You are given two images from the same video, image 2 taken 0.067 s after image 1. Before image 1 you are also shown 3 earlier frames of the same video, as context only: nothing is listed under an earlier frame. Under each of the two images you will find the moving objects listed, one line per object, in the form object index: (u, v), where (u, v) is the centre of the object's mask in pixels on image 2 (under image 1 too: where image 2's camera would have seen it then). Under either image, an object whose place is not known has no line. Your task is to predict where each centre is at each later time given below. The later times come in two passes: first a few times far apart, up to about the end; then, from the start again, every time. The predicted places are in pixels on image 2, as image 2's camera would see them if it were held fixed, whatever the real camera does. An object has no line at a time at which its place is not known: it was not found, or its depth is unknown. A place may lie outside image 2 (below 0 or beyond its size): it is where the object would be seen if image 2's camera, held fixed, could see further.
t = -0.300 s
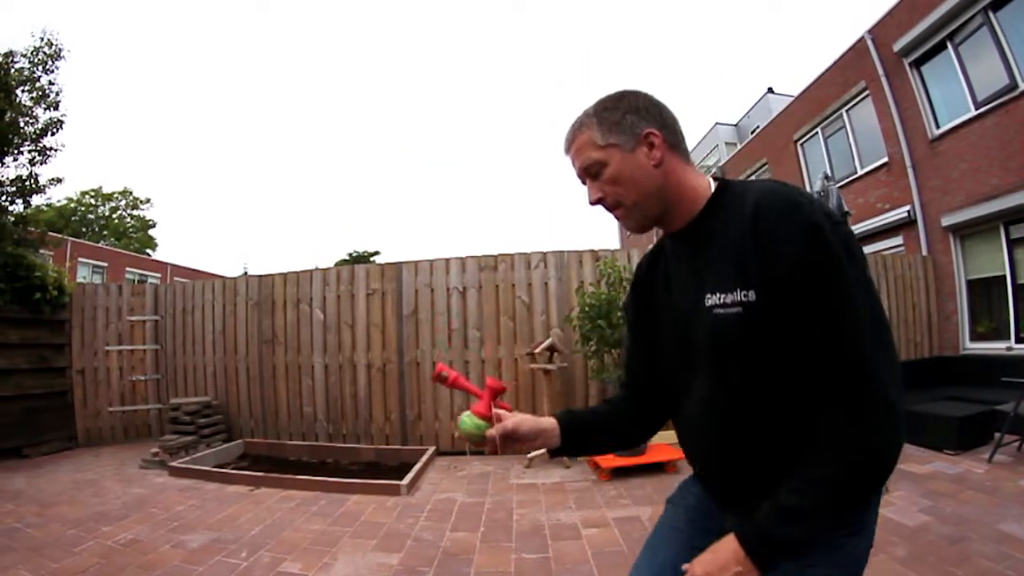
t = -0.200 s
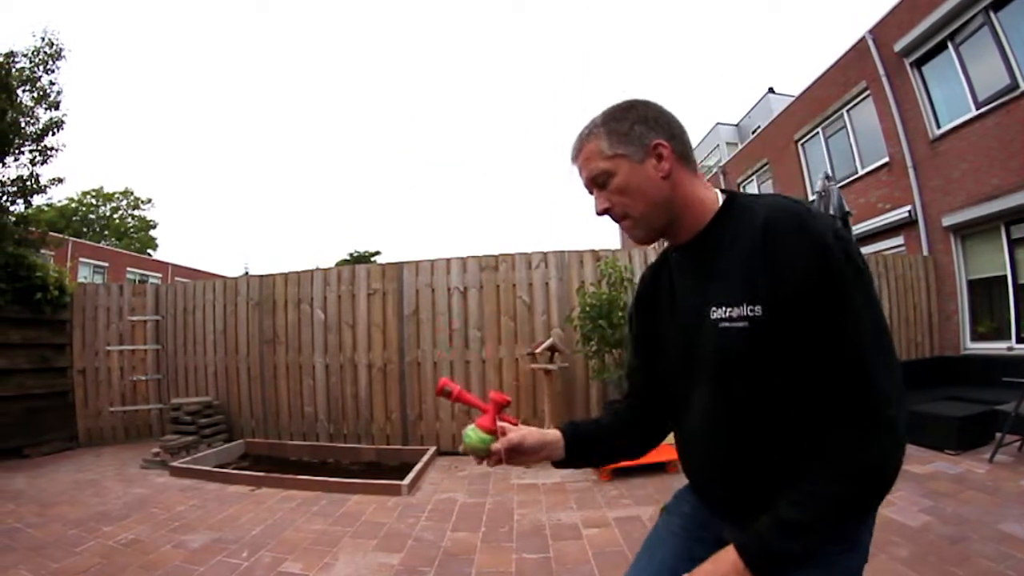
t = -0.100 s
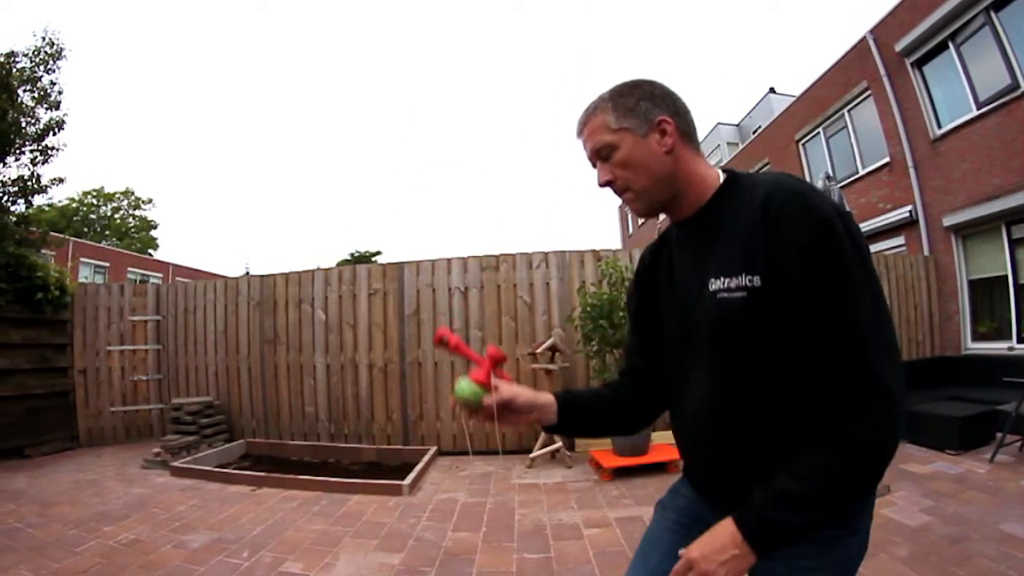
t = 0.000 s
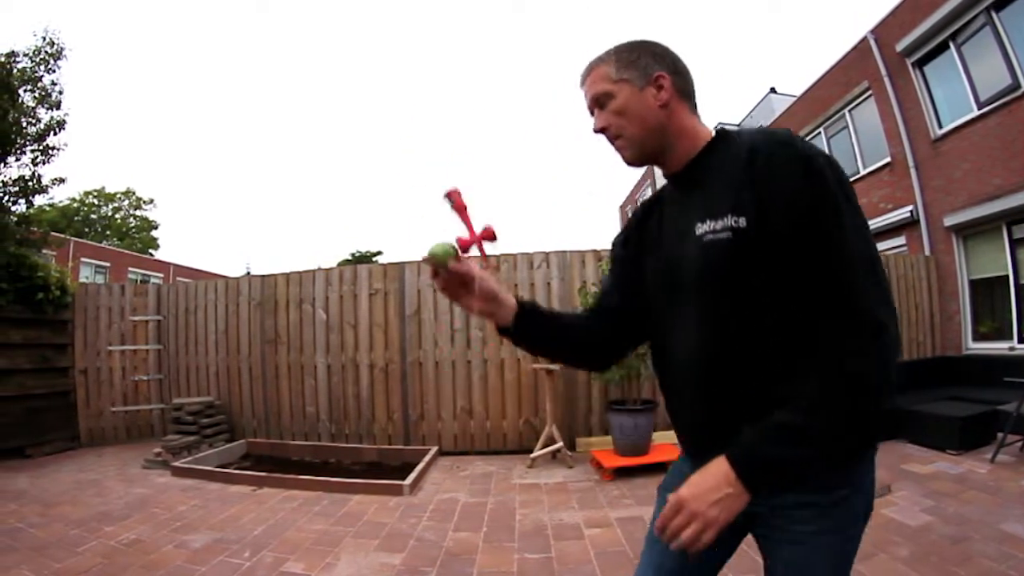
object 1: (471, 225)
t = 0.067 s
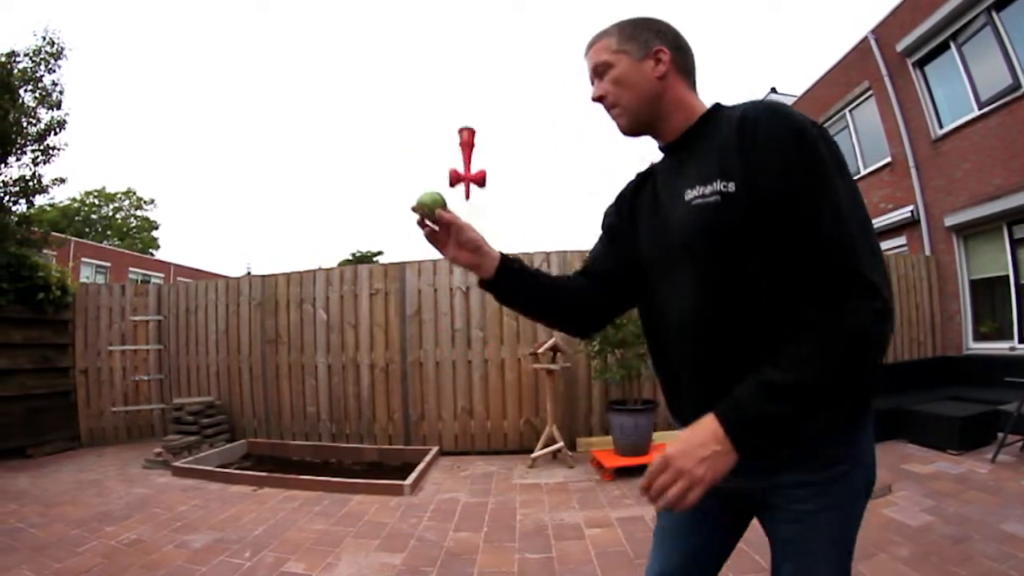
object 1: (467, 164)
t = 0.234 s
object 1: (462, 109)
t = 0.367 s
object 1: (461, 150)
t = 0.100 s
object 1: (465, 142)
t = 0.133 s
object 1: (465, 127)
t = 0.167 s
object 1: (464, 116)
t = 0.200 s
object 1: (463, 110)
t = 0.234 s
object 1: (462, 109)
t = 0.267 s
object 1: (461, 112)
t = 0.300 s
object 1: (461, 120)
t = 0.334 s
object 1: (460, 132)
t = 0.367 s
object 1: (461, 150)
